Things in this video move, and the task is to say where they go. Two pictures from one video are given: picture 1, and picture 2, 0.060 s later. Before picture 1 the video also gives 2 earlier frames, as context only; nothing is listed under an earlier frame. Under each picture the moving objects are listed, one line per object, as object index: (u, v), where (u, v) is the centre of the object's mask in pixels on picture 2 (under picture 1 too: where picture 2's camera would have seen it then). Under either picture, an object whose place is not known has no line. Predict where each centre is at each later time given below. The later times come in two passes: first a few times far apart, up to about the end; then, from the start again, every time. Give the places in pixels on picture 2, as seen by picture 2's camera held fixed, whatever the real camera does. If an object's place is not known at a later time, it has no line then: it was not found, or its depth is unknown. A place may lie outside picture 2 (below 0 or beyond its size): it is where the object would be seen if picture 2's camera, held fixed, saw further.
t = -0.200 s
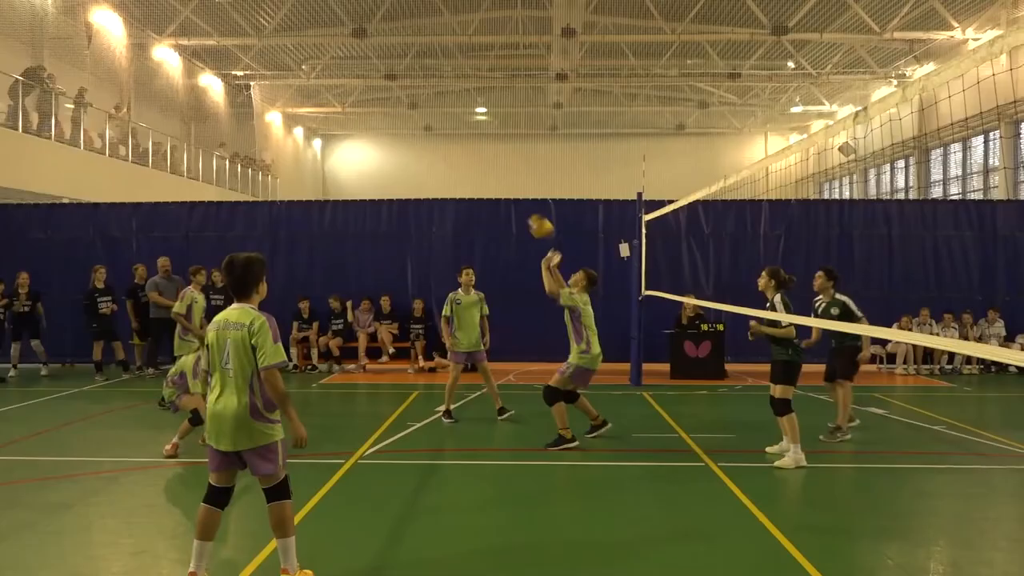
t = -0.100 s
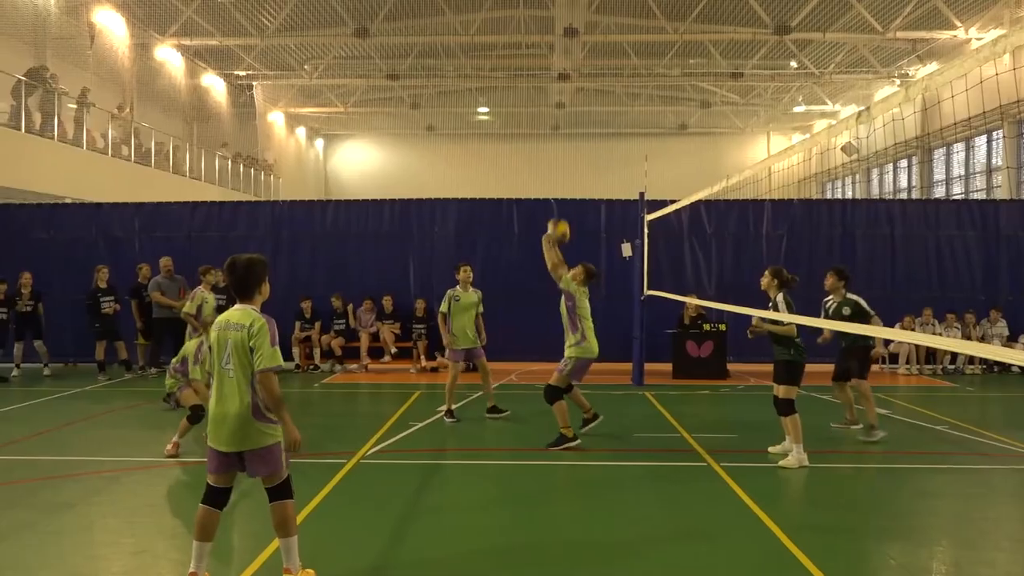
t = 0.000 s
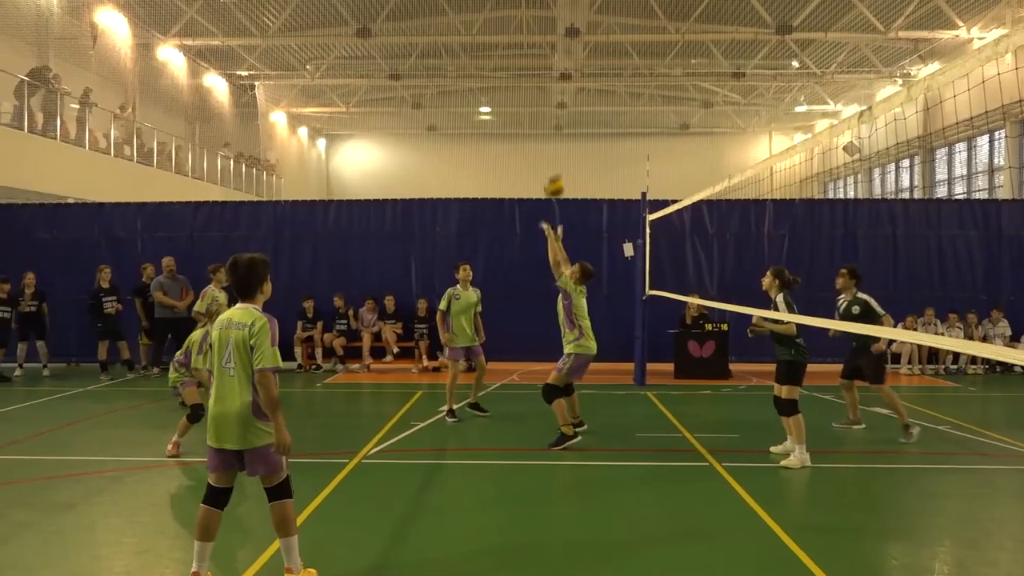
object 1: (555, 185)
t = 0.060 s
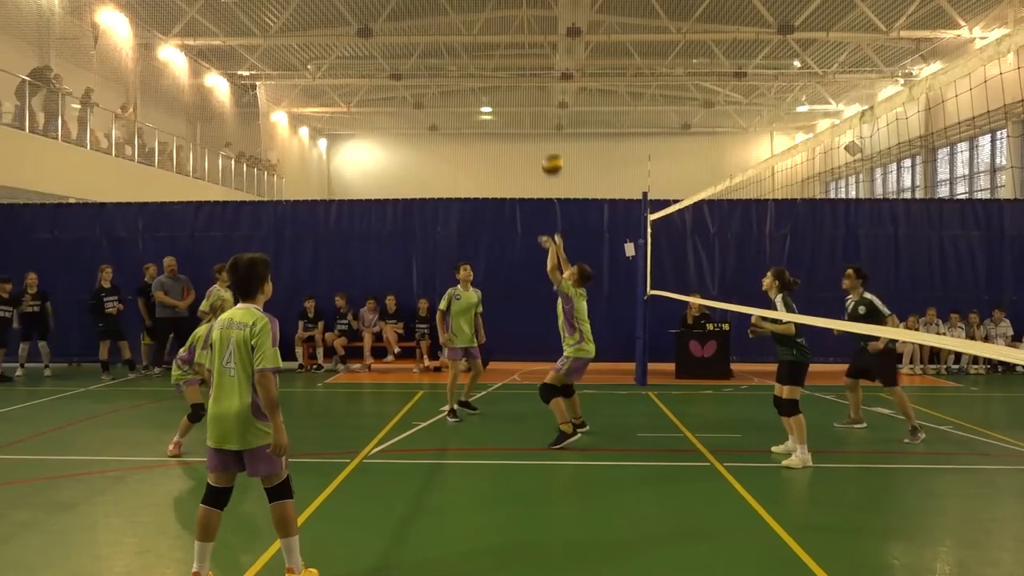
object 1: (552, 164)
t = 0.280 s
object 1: (540, 118)
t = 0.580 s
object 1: (524, 132)
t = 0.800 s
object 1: (513, 196)
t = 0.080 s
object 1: (551, 157)
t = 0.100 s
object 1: (550, 151)
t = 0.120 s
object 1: (549, 147)
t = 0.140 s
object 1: (548, 142)
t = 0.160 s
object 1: (546, 137)
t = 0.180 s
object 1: (545, 132)
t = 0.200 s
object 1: (544, 129)
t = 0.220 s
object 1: (543, 125)
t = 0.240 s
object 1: (542, 123)
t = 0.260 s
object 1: (541, 120)
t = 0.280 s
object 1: (540, 118)
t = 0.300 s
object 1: (539, 116)
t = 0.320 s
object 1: (538, 114)
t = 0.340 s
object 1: (537, 113)
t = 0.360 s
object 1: (536, 113)
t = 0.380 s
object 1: (535, 113)
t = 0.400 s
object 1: (534, 113)
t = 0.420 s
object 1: (533, 113)
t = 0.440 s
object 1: (532, 114)
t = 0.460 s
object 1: (530, 116)
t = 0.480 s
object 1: (529, 118)
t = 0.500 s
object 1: (528, 120)
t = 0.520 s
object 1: (527, 122)
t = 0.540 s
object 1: (526, 125)
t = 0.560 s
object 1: (525, 128)
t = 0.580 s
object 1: (524, 132)
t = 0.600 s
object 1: (523, 137)
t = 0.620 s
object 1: (522, 141)
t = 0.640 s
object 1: (521, 146)
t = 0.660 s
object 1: (519, 151)
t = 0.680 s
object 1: (518, 157)
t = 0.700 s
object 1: (518, 162)
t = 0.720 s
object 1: (517, 168)
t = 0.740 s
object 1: (516, 175)
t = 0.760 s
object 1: (515, 182)
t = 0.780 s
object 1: (514, 188)
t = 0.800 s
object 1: (513, 196)
